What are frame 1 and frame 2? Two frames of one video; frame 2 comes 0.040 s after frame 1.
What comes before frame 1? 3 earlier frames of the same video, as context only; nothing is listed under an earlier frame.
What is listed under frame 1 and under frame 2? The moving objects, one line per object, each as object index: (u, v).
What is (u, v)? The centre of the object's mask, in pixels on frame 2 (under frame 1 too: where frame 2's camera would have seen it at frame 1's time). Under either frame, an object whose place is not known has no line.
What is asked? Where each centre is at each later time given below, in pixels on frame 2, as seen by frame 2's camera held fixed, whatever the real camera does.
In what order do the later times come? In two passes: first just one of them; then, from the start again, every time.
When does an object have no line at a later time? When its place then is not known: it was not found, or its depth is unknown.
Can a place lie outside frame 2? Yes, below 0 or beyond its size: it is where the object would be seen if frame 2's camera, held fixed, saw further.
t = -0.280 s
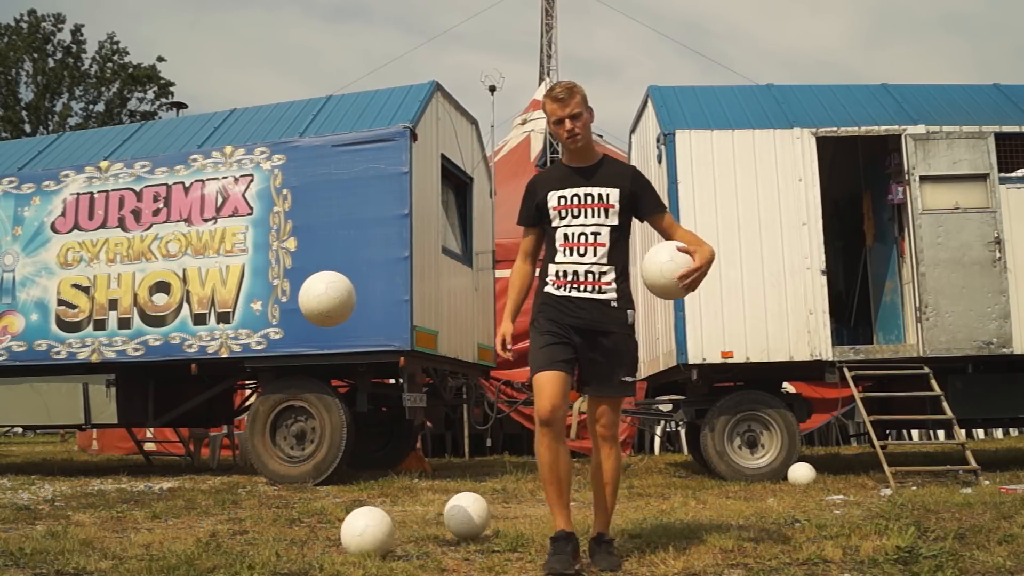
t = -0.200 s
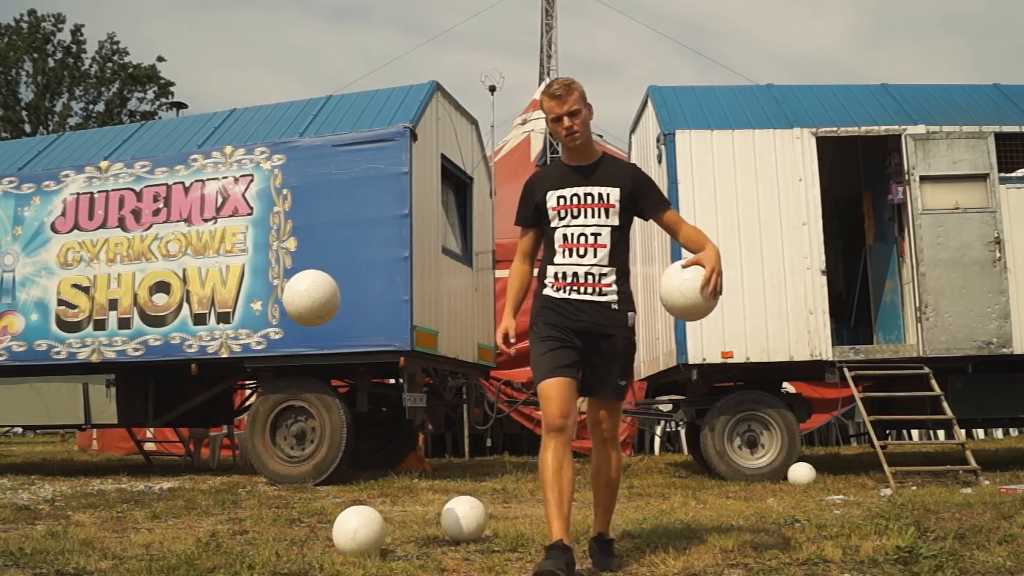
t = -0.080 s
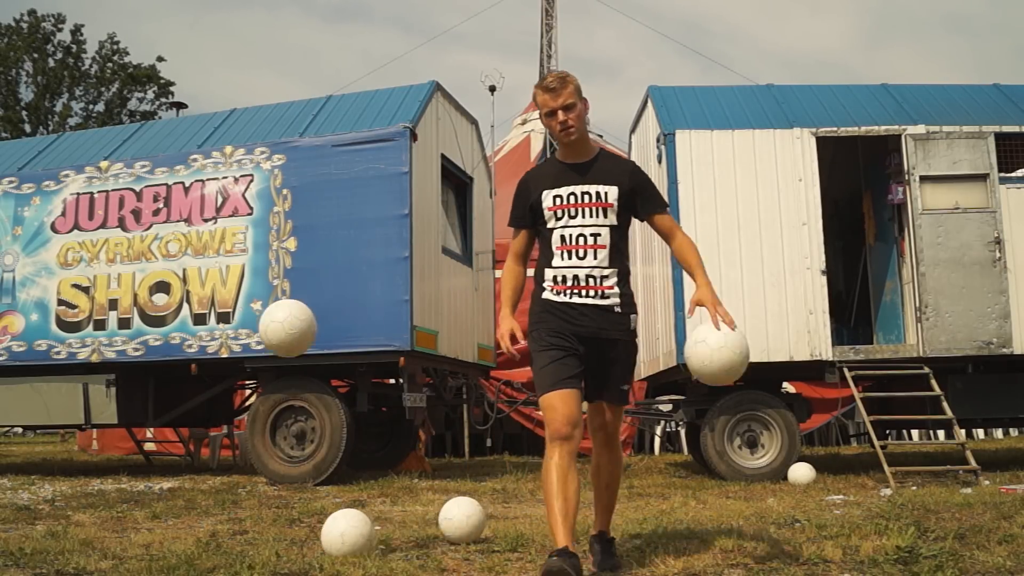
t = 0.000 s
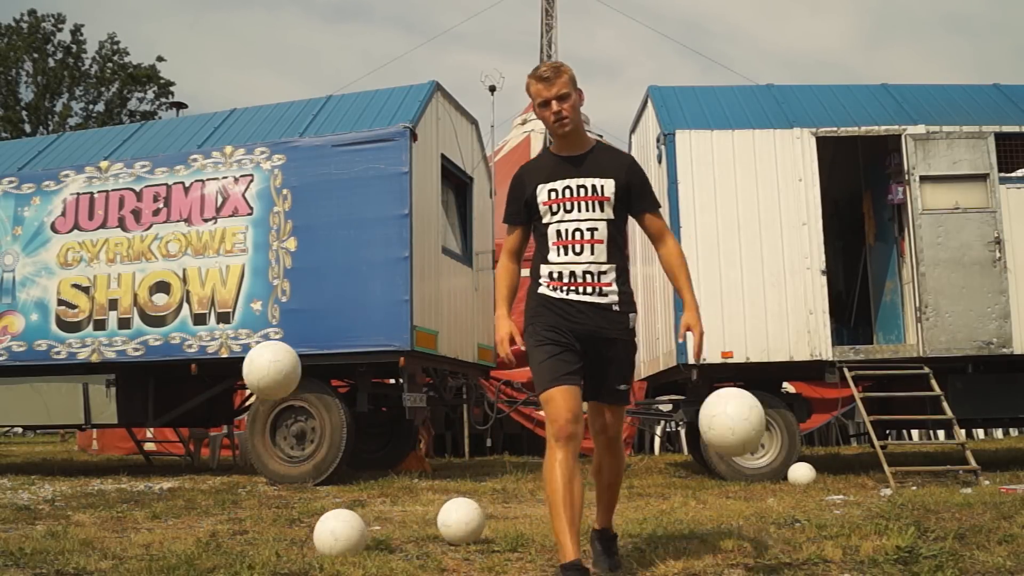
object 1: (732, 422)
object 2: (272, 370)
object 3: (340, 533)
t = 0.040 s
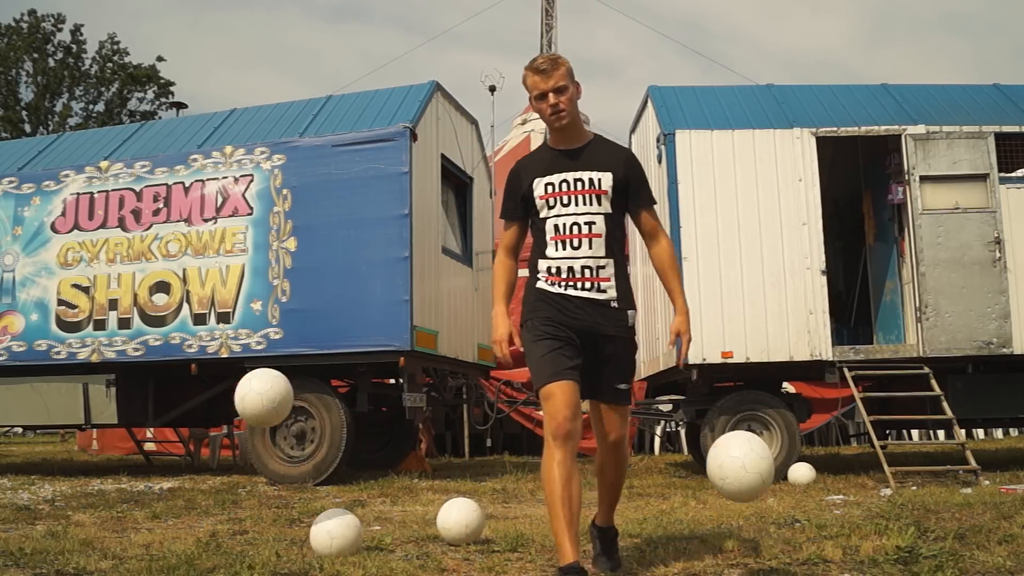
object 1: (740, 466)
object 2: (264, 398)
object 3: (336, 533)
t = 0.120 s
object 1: (756, 558)
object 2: (248, 467)
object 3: (330, 533)
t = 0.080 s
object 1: (749, 518)
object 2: (256, 430)
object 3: (333, 533)
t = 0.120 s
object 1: (756, 558)
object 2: (248, 467)
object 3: (330, 533)
